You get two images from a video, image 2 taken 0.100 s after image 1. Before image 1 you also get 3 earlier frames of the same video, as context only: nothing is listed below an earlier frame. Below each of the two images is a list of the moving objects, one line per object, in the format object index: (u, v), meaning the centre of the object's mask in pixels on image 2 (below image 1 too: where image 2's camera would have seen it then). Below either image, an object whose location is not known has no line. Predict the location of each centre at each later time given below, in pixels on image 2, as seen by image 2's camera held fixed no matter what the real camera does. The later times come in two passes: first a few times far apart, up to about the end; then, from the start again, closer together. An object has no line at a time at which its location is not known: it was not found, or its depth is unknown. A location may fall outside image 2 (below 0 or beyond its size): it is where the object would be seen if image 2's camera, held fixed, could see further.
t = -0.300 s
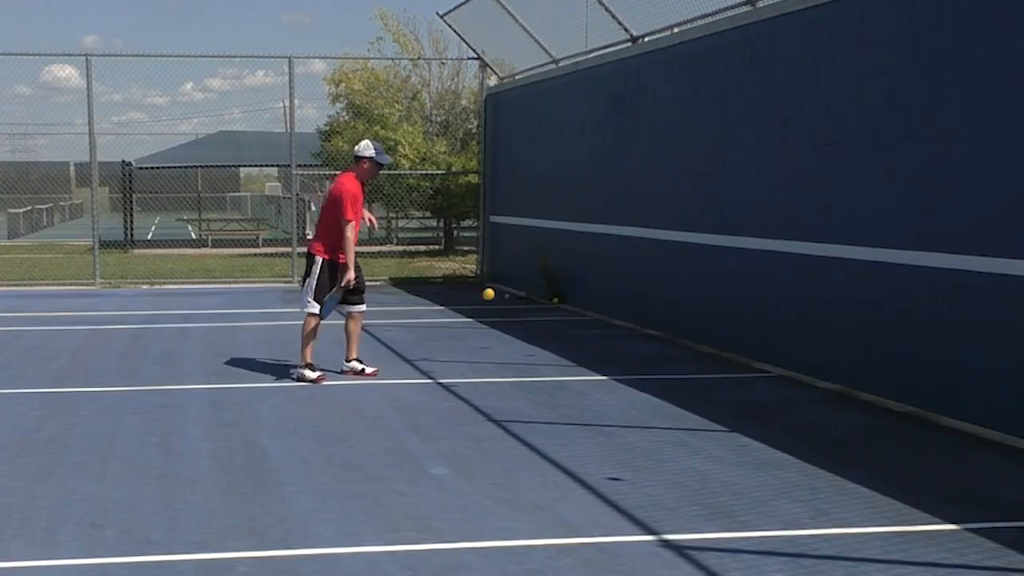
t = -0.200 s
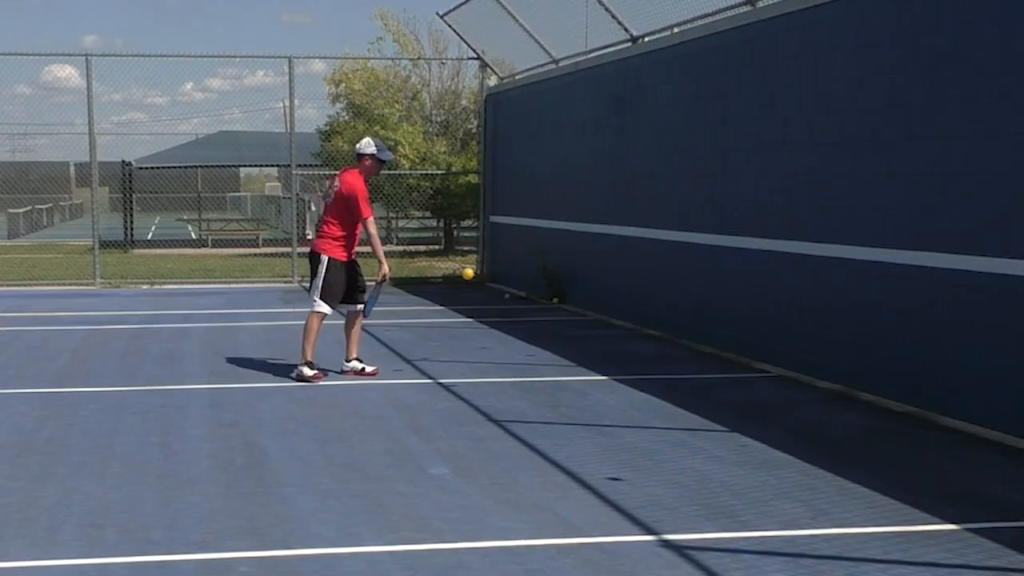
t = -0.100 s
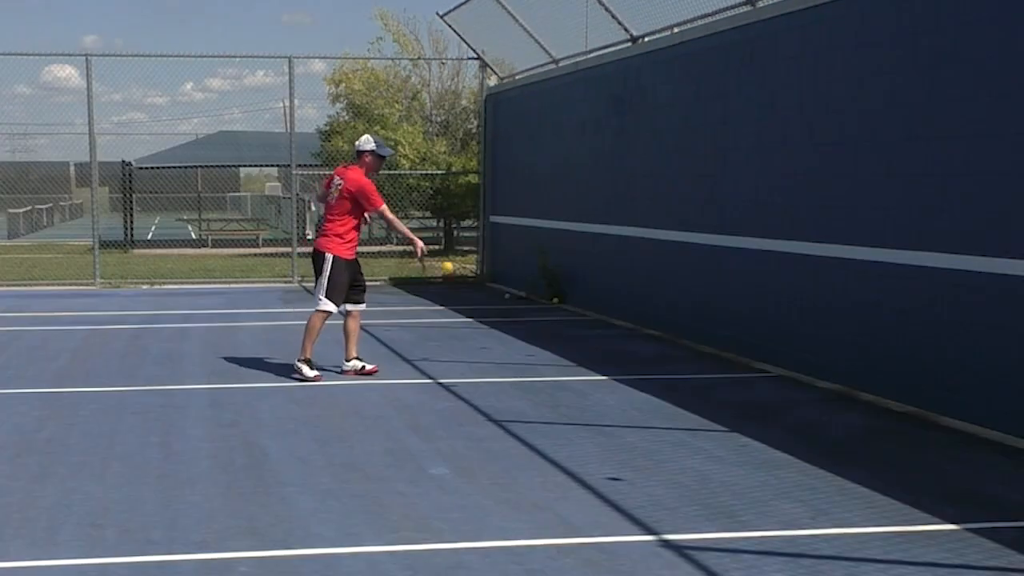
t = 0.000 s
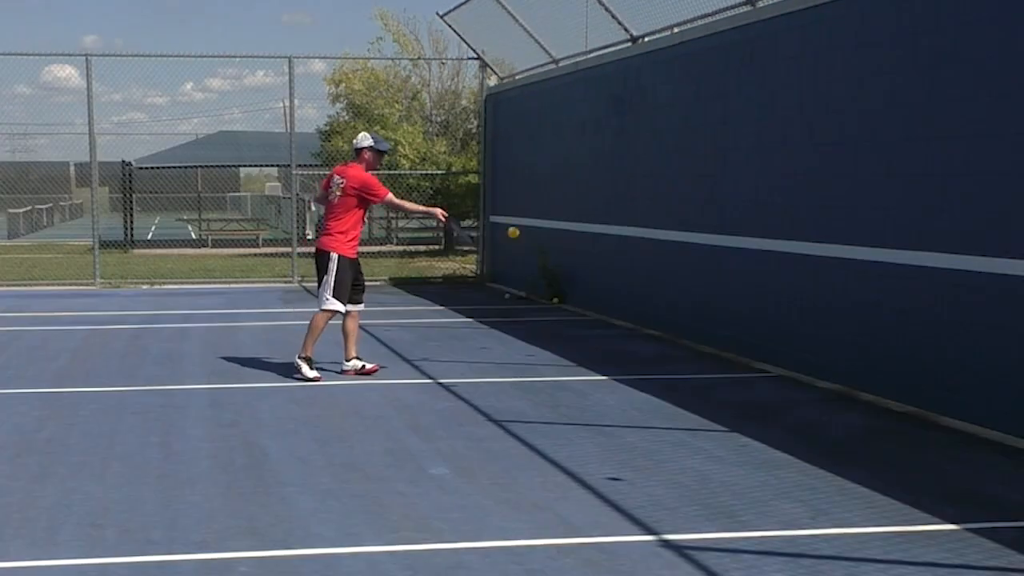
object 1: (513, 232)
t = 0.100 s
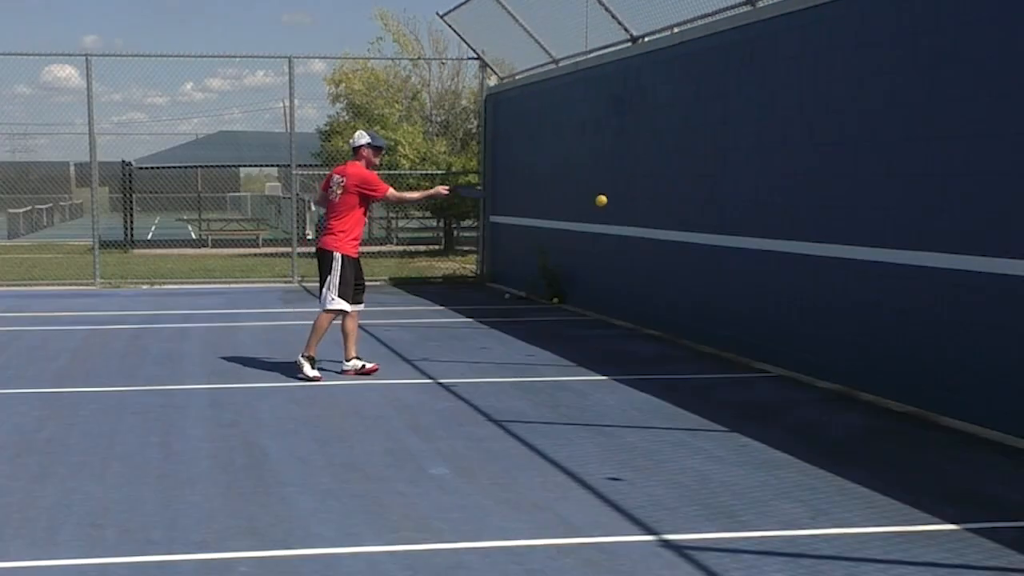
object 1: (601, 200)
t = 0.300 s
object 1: (766, 183)
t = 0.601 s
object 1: (677, 253)
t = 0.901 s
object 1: (549, 337)
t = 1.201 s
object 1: (468, 295)
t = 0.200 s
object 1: (686, 184)
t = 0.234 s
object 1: (713, 182)
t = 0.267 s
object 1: (739, 182)
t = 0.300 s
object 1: (766, 183)
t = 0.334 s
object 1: (792, 185)
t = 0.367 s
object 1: (799, 189)
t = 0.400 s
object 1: (782, 194)
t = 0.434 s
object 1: (765, 199)
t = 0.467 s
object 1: (747, 207)
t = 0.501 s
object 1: (730, 216)
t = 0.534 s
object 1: (712, 226)
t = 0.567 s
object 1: (695, 239)
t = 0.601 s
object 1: (677, 253)
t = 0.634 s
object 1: (660, 269)
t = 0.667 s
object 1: (643, 286)
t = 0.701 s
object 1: (627, 305)
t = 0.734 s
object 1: (609, 324)
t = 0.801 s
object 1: (577, 368)
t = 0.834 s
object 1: (566, 364)
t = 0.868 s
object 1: (557, 349)
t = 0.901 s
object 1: (549, 337)
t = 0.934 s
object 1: (540, 326)
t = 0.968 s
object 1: (531, 317)
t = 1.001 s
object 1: (522, 309)
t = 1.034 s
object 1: (513, 302)
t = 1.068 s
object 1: (504, 298)
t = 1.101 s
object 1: (496, 294)
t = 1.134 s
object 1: (486, 293)
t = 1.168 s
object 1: (477, 293)
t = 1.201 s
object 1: (468, 295)
